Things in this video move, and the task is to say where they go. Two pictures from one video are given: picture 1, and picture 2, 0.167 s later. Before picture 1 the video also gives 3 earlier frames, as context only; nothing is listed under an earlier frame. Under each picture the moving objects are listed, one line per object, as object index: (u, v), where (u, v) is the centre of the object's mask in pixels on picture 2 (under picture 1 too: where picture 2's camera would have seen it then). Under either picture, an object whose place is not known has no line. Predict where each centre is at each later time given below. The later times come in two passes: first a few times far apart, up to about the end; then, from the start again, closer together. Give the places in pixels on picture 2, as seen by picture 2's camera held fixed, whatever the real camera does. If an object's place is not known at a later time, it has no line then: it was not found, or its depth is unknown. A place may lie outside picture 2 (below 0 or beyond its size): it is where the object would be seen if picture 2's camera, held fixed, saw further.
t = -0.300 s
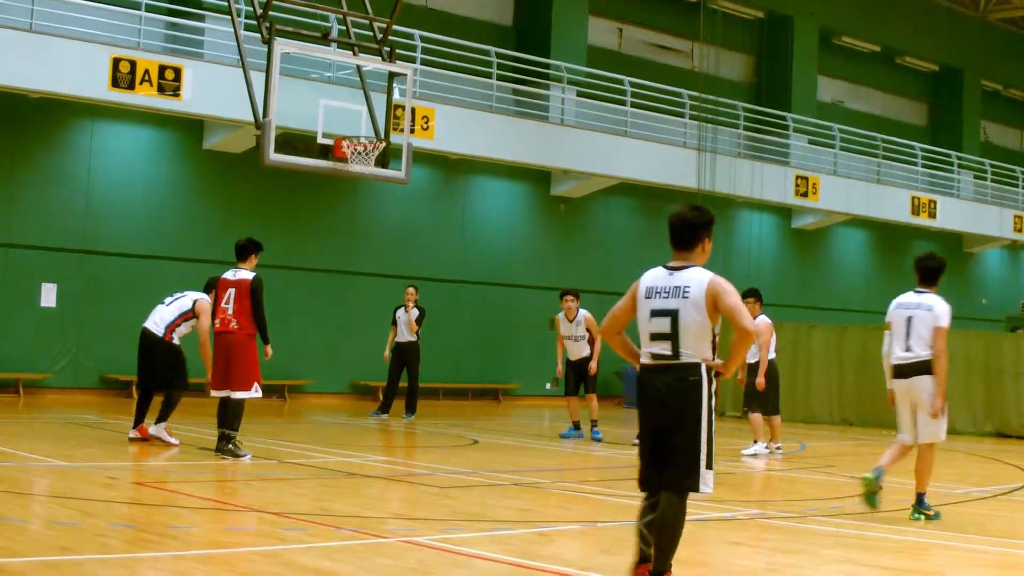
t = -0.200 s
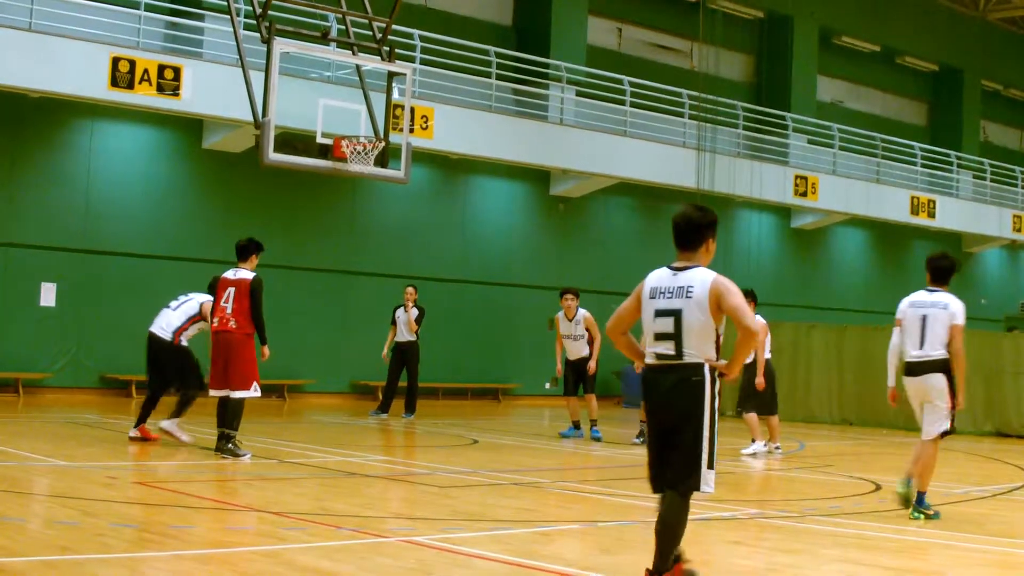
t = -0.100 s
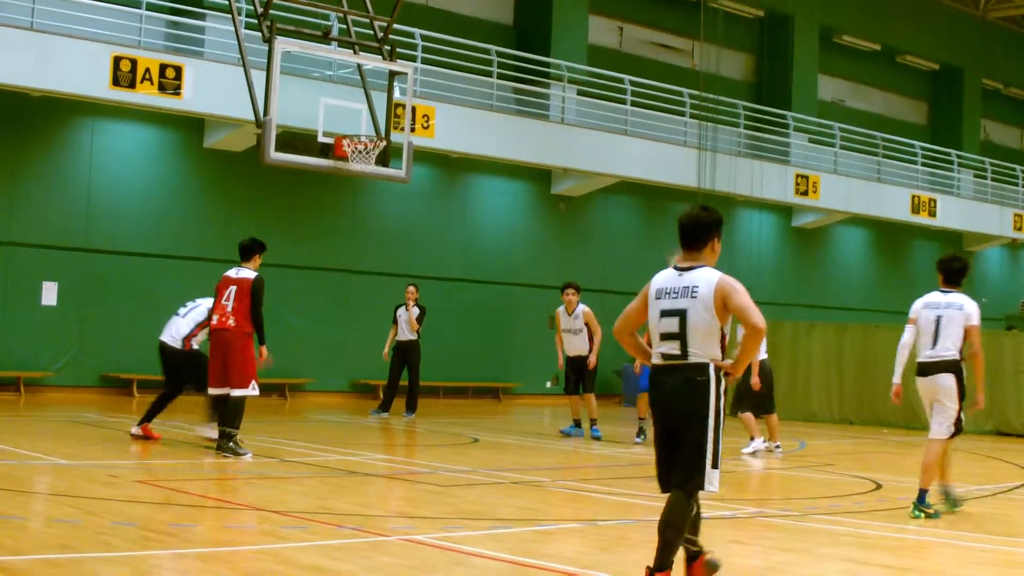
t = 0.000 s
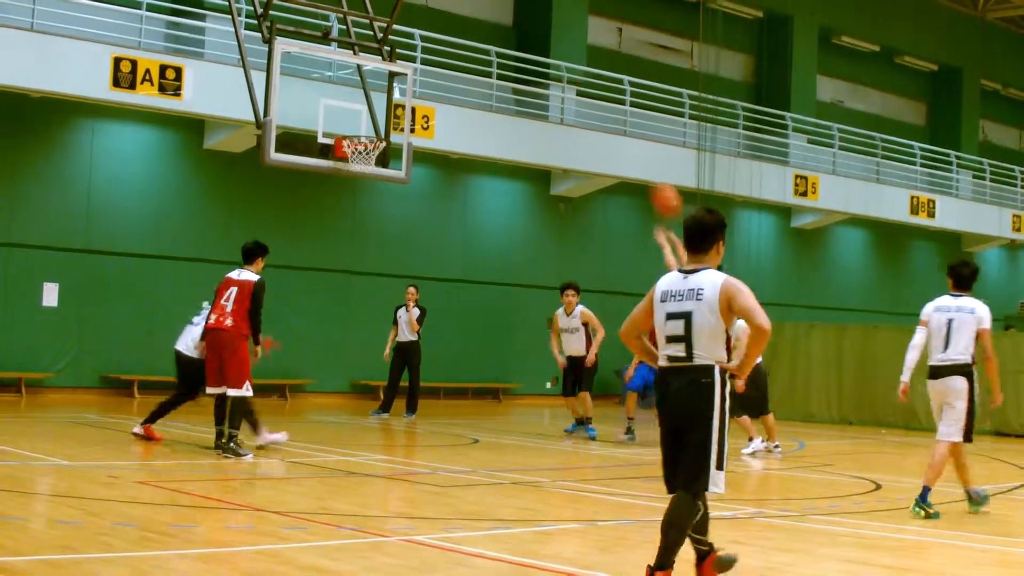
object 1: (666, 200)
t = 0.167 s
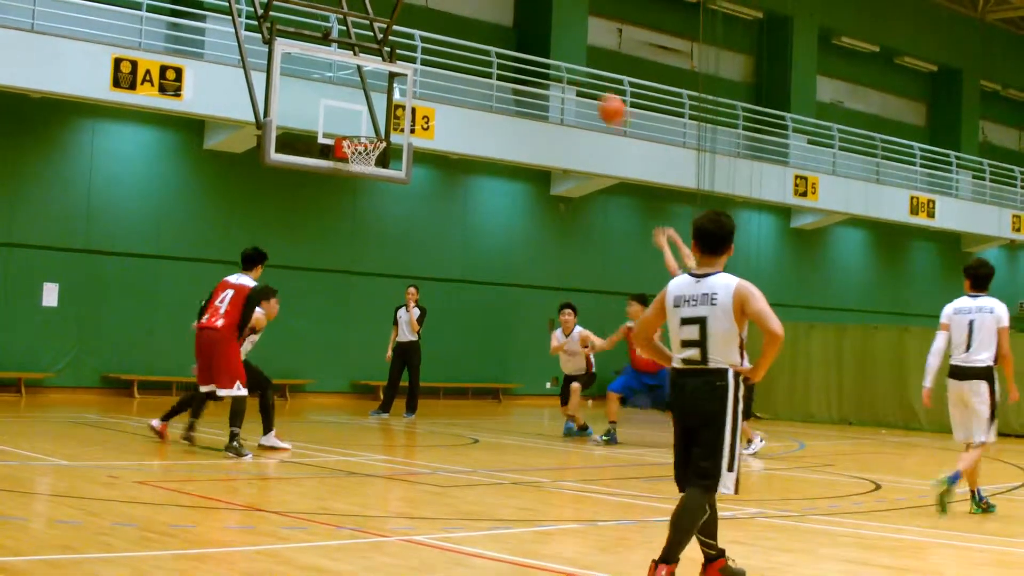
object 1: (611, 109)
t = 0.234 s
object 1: (592, 85)
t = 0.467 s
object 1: (524, 36)
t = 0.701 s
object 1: (461, 41)
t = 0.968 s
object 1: (390, 112)
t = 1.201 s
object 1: (347, 163)
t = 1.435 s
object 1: (326, 207)
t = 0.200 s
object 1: (601, 96)
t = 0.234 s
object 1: (592, 85)
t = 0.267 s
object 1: (581, 73)
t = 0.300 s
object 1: (572, 64)
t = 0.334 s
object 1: (561, 55)
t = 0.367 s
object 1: (552, 48)
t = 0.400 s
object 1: (542, 43)
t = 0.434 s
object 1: (533, 39)
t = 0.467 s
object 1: (524, 36)
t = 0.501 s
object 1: (514, 33)
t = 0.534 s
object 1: (505, 31)
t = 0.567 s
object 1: (496, 31)
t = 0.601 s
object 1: (488, 32)
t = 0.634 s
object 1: (478, 34)
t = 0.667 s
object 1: (469, 37)
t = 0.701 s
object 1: (461, 41)
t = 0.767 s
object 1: (443, 54)
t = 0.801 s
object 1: (434, 61)
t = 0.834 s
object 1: (425, 69)
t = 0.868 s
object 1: (417, 79)
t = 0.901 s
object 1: (408, 88)
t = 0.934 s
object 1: (399, 99)
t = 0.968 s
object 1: (390, 112)
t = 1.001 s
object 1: (382, 124)
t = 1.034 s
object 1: (375, 131)
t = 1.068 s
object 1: (365, 146)
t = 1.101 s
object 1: (356, 157)
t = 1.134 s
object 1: (353, 159)
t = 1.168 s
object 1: (350, 161)
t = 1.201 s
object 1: (347, 163)
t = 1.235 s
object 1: (344, 166)
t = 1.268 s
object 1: (342, 170)
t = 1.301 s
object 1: (339, 175)
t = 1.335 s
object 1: (337, 181)
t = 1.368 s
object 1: (333, 188)
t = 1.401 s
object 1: (329, 197)
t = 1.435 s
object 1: (326, 207)
